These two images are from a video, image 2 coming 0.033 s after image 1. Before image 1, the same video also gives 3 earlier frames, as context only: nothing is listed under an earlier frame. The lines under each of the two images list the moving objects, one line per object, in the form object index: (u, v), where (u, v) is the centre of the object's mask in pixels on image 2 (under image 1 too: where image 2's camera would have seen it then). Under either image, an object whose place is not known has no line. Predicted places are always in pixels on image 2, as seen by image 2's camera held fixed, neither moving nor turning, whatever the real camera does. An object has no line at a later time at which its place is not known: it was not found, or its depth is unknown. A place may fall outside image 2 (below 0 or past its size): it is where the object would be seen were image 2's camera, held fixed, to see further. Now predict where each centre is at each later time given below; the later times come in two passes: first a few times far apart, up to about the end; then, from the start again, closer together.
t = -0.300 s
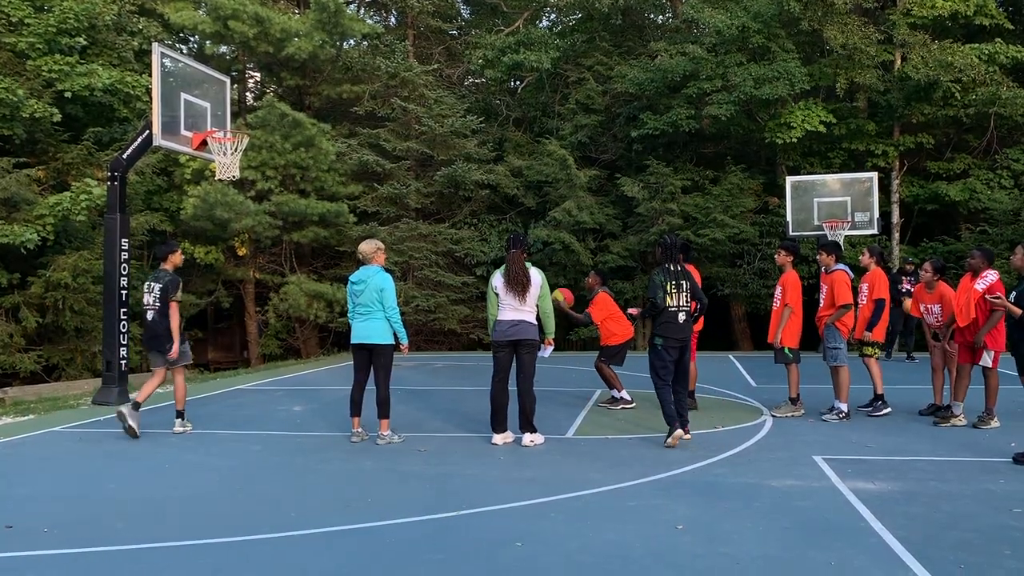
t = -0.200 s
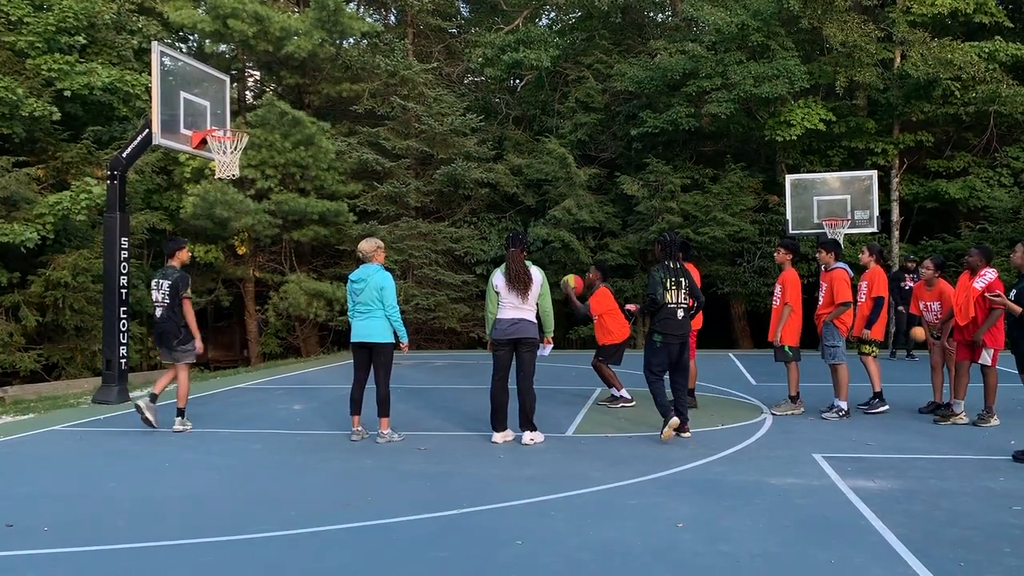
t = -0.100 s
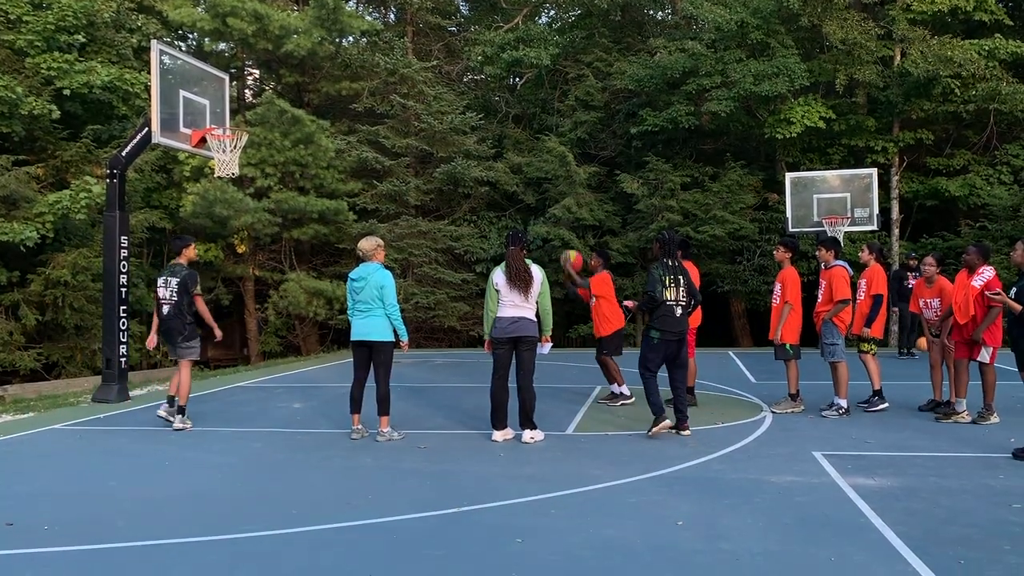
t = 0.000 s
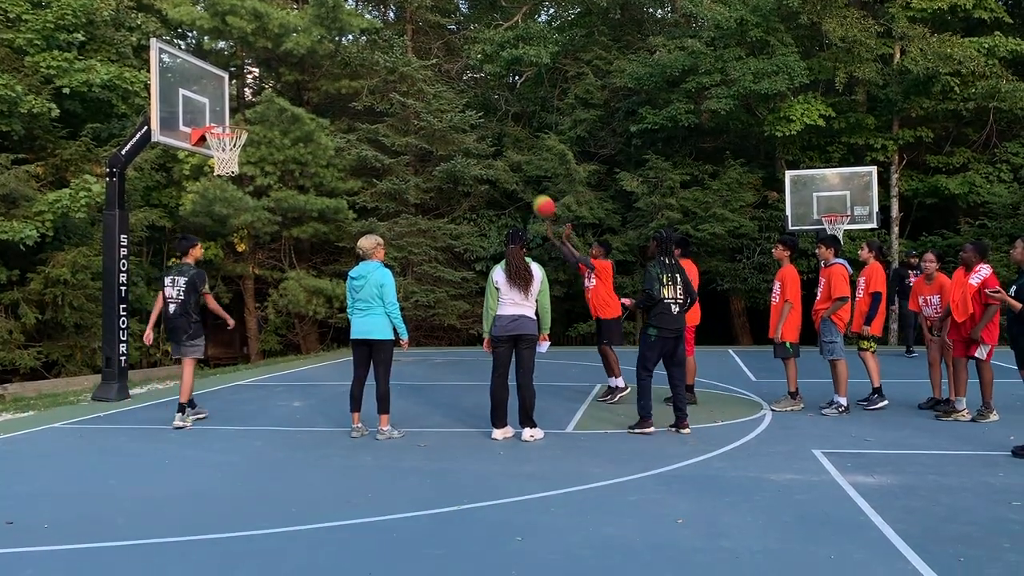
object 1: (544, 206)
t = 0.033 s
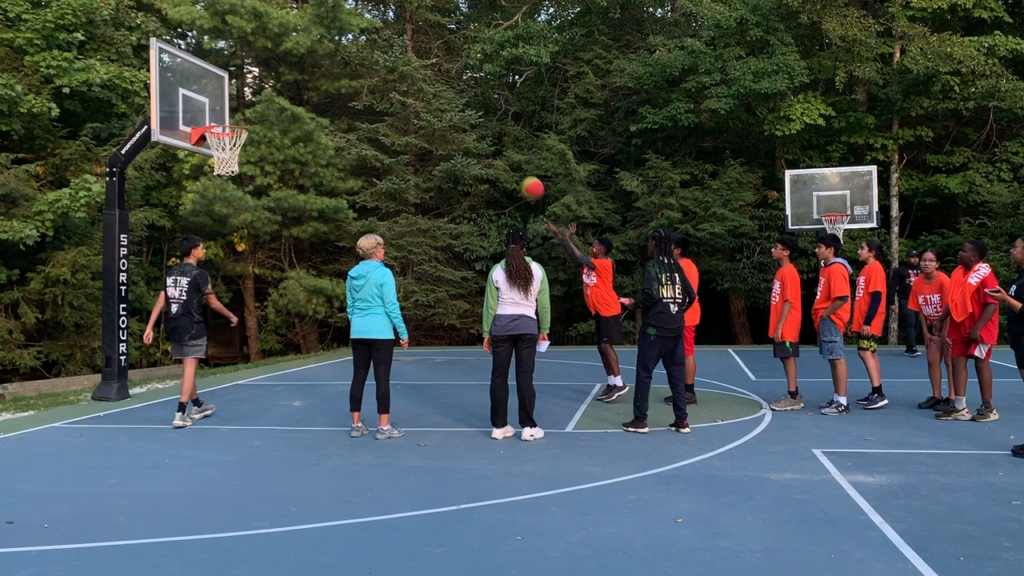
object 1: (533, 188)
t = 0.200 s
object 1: (477, 113)
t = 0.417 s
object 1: (408, 57)
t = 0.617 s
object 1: (346, 43)
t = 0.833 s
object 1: (283, 68)
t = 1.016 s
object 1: (232, 118)
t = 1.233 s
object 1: (208, 159)
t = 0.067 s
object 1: (522, 170)
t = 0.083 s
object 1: (516, 162)
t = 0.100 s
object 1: (510, 155)
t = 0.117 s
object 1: (504, 147)
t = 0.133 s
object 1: (499, 140)
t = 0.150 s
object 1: (494, 132)
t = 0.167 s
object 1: (488, 126)
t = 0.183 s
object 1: (482, 119)
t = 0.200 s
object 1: (477, 113)
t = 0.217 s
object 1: (472, 108)
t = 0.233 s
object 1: (466, 102)
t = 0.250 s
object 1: (461, 96)
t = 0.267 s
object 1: (455, 91)
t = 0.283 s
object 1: (450, 86)
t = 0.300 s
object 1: (445, 82)
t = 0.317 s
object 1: (439, 77)
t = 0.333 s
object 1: (434, 73)
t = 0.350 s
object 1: (429, 70)
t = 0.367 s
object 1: (423, 66)
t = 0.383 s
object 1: (418, 62)
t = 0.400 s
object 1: (413, 60)
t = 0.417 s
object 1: (408, 57)
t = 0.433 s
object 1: (403, 54)
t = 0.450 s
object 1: (397, 52)
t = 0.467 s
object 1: (392, 50)
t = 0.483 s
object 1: (387, 48)
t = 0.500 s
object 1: (382, 46)
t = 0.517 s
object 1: (376, 45)
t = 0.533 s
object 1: (371, 44)
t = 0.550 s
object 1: (366, 43)
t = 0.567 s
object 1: (361, 43)
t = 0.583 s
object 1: (357, 43)
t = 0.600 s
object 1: (351, 43)
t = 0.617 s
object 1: (346, 43)
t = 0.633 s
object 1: (341, 44)
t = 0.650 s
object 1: (337, 44)
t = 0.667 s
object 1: (331, 45)
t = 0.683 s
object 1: (326, 47)
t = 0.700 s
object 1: (322, 48)
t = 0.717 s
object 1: (317, 50)
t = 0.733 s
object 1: (312, 52)
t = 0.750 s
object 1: (307, 54)
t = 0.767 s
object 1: (302, 56)
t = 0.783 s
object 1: (297, 59)
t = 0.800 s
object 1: (292, 62)
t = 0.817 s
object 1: (287, 65)
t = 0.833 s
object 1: (283, 68)
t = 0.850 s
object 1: (278, 71)
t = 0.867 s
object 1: (273, 76)
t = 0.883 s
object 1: (269, 79)
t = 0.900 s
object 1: (265, 84)
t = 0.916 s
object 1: (259, 89)
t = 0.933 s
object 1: (254, 93)
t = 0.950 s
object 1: (250, 98)
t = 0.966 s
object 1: (245, 103)
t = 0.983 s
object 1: (241, 109)
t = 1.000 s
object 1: (237, 114)
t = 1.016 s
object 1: (232, 118)
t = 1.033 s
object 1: (227, 124)
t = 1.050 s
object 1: (221, 133)
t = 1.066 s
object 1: (218, 137)
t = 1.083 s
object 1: (213, 142)
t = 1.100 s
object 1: (212, 148)
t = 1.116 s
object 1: (210, 151)
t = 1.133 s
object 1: (208, 153)
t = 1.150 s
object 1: (208, 153)
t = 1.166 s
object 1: (208, 154)
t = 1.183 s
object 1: (208, 154)
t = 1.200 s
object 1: (208, 157)
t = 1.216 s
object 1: (208, 158)
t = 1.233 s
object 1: (208, 159)
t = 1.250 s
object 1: (208, 161)
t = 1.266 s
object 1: (207, 163)
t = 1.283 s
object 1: (207, 164)
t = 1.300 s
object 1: (207, 167)
